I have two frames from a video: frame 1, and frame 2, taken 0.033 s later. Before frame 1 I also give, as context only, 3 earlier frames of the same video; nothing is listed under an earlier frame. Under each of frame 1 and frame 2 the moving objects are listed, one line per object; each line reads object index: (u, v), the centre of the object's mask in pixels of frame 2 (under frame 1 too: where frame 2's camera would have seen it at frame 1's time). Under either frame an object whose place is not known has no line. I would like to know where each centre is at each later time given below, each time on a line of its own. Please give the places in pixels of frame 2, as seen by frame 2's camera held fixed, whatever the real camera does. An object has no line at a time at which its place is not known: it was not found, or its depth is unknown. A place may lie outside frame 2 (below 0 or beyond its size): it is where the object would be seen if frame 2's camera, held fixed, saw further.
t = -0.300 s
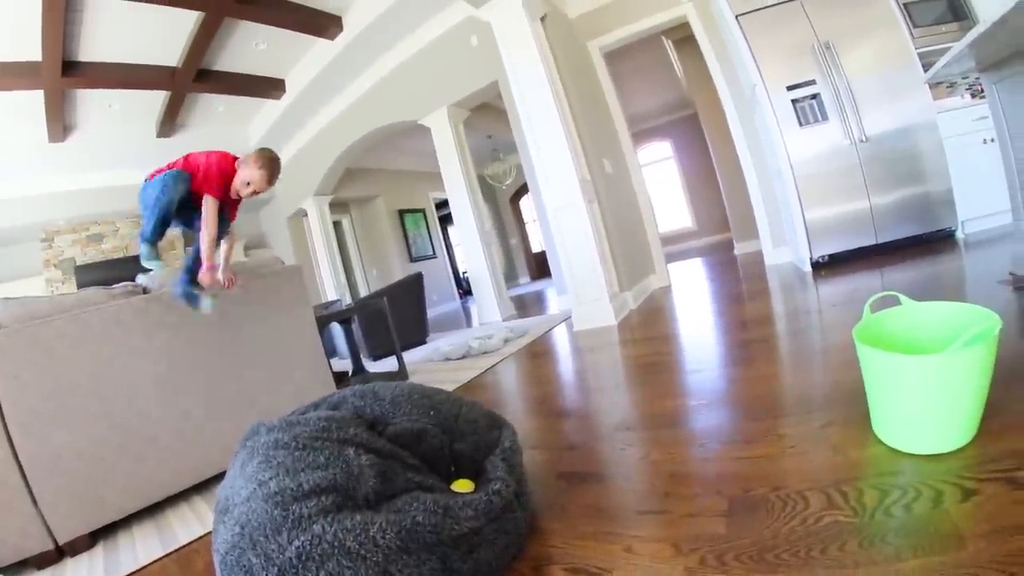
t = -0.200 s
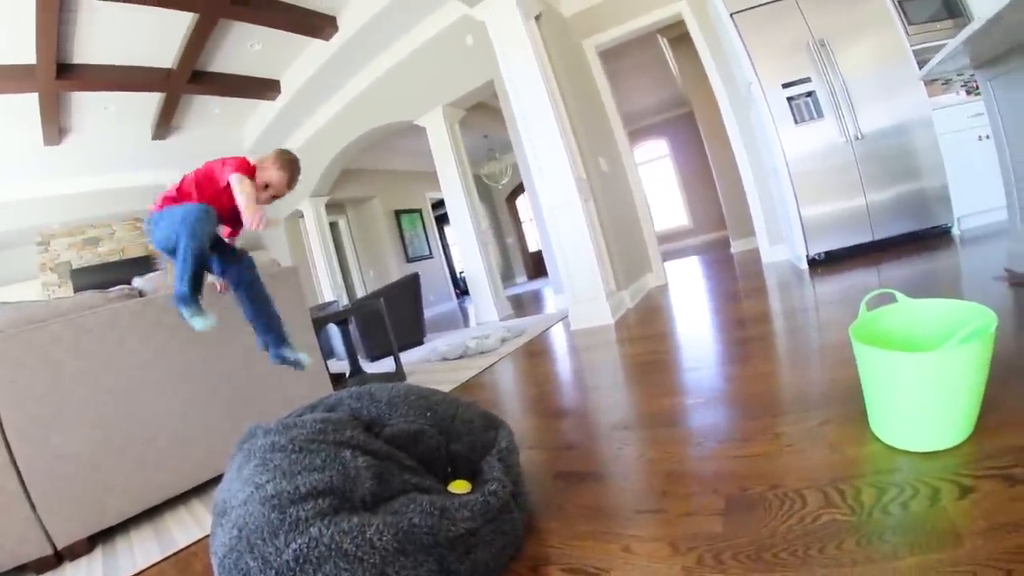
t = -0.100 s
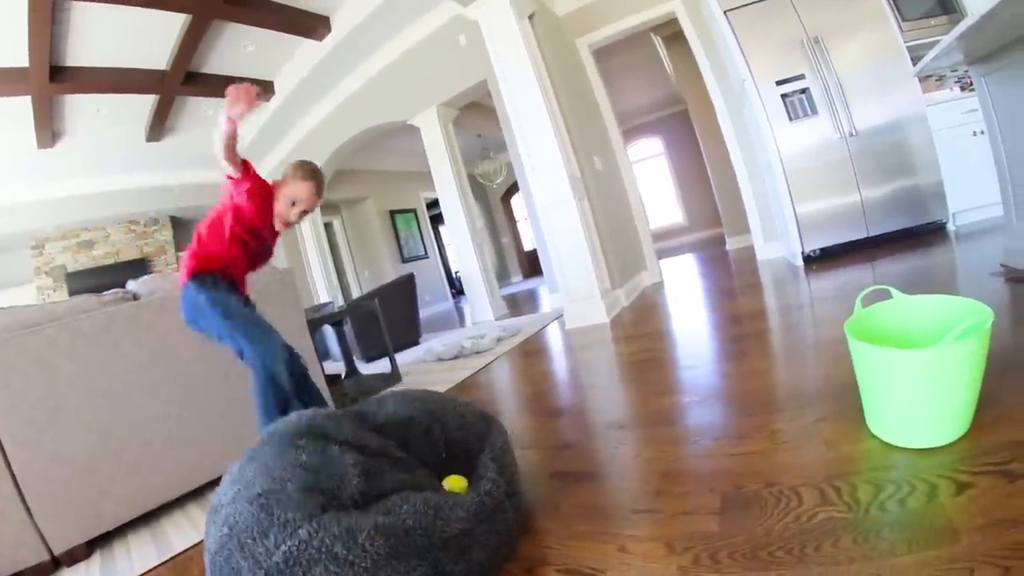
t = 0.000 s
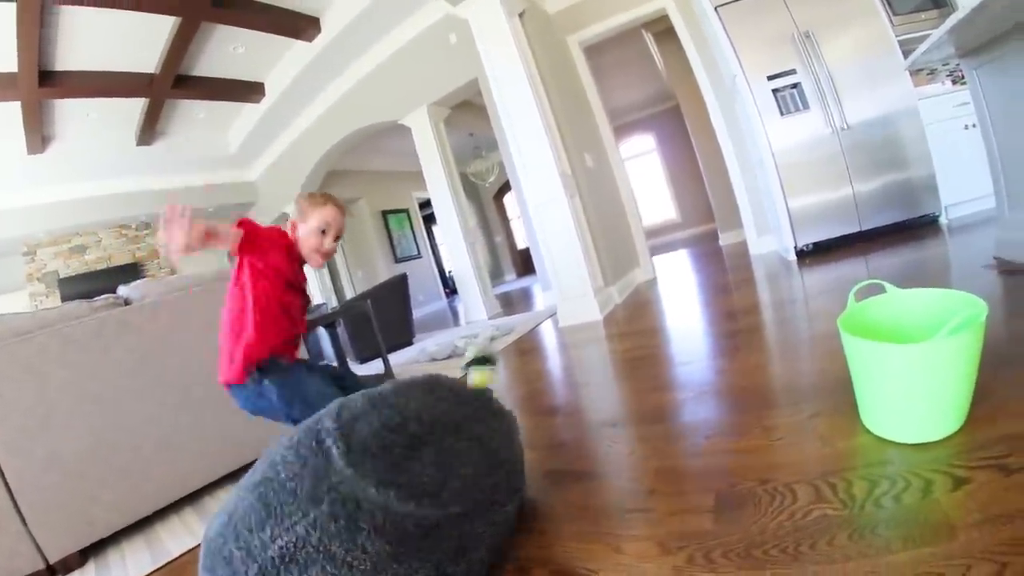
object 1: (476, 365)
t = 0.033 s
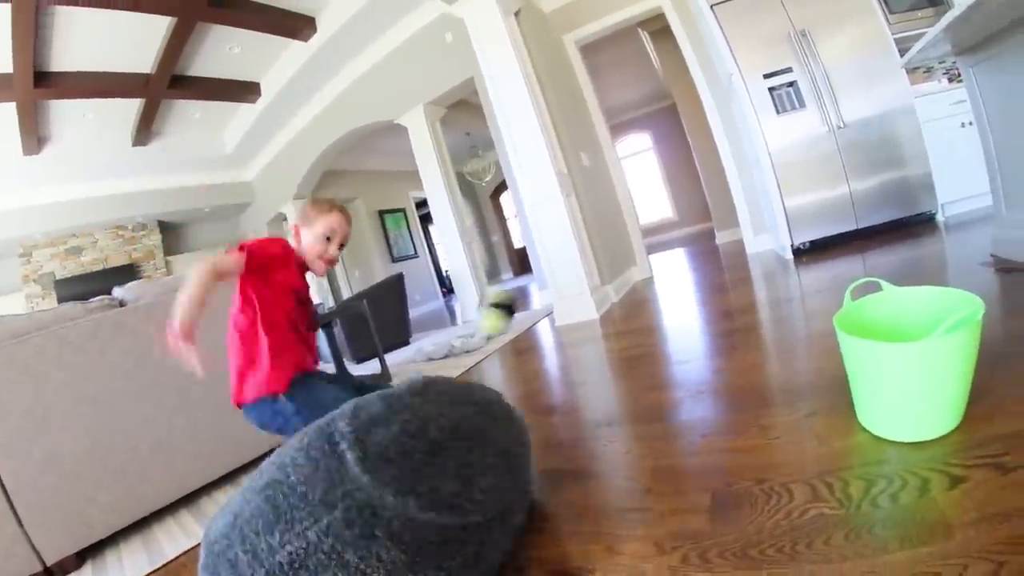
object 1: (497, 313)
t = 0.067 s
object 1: (516, 257)
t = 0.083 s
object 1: (526, 230)
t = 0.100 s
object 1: (542, 201)
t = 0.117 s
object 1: (557, 175)
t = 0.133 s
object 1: (569, 152)
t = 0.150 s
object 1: (582, 131)
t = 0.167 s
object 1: (599, 110)
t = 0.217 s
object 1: (646, 65)
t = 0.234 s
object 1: (662, 54)
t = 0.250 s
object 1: (680, 46)
